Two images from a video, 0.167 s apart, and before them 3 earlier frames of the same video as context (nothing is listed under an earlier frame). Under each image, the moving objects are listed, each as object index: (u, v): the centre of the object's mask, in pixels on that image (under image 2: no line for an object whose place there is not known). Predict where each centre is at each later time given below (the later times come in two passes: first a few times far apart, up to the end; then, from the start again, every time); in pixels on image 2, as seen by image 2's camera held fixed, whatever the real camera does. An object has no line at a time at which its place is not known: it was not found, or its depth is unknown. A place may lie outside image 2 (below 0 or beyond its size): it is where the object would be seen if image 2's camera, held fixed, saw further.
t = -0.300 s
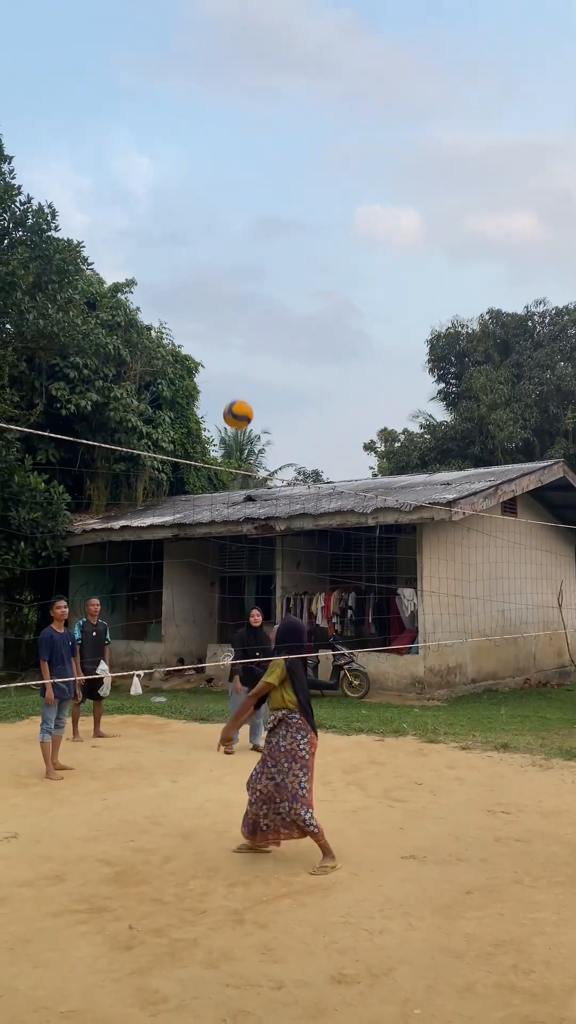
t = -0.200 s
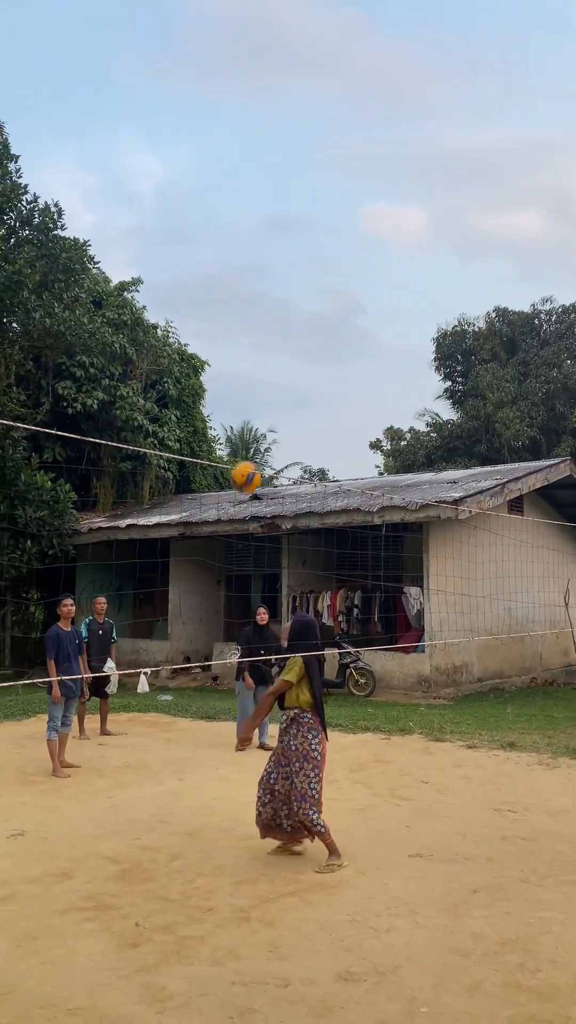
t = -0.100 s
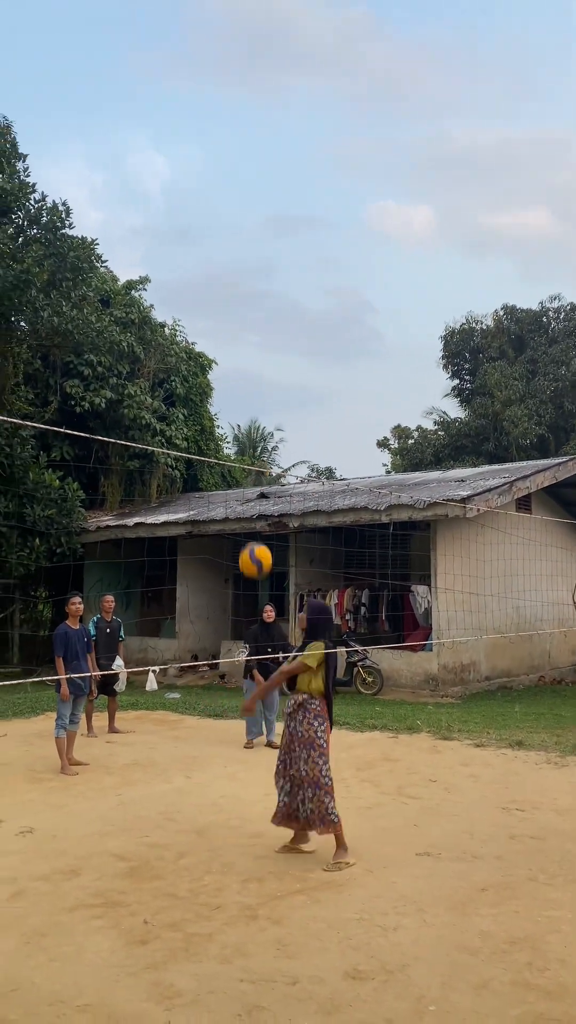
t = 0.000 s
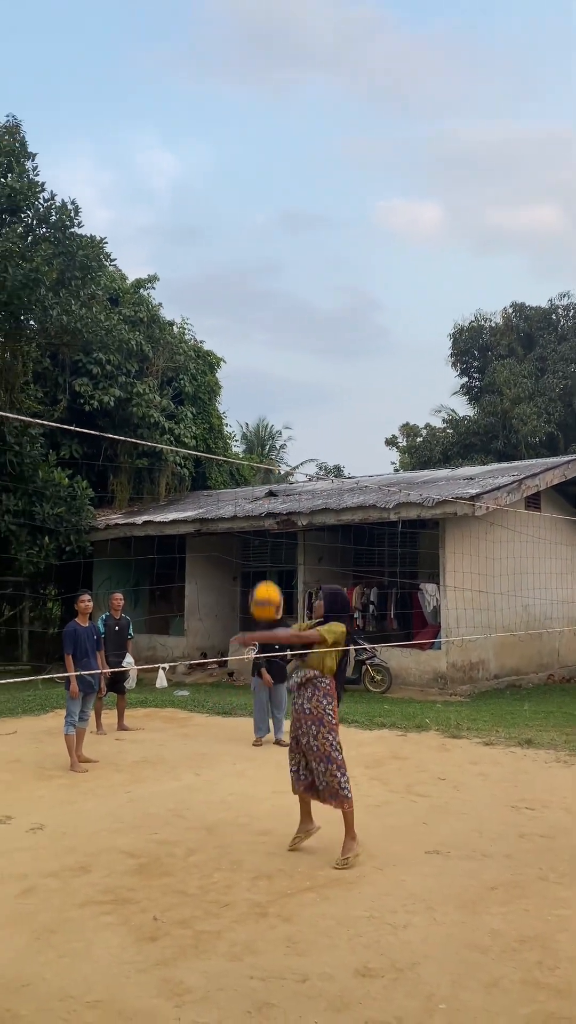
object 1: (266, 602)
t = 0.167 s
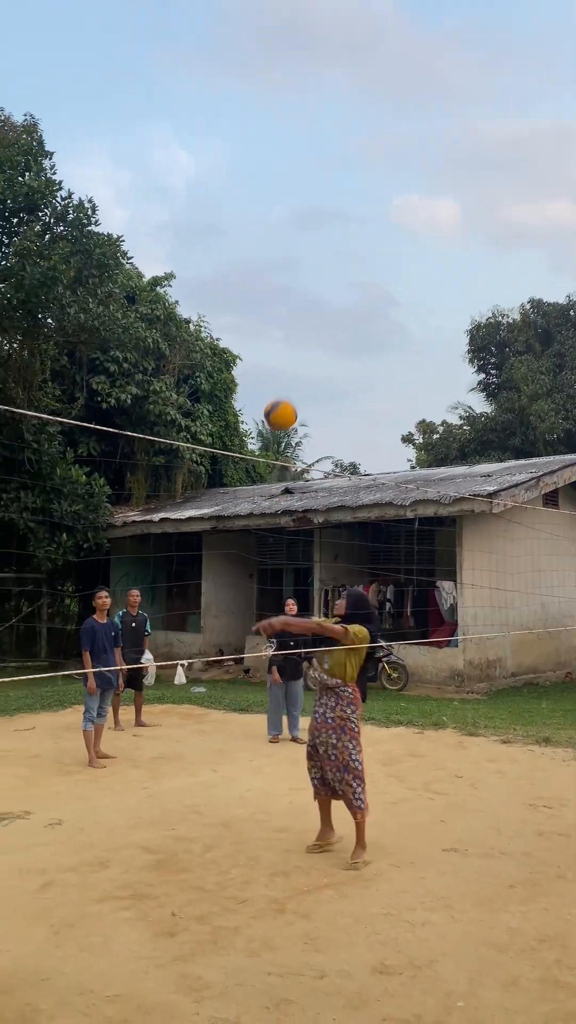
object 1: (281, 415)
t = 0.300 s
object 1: (281, 301)
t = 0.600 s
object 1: (279, 148)
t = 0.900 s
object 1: (275, 136)
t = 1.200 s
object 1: (271, 271)
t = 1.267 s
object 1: (270, 323)
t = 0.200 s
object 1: (281, 383)
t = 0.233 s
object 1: (280, 354)
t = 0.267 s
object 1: (280, 326)
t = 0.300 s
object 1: (281, 301)
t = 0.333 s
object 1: (280, 277)
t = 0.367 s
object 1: (281, 254)
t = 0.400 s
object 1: (280, 234)
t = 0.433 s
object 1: (280, 215)
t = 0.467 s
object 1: (280, 198)
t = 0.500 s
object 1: (280, 183)
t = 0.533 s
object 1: (280, 170)
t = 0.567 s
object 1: (279, 158)
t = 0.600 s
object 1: (279, 148)
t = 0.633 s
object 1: (279, 140)
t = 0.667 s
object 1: (278, 134)
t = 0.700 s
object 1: (278, 129)
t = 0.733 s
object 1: (278, 126)
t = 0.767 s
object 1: (277, 124)
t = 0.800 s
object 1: (277, 125)
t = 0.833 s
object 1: (276, 127)
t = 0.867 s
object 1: (276, 131)
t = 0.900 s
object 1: (275, 136)
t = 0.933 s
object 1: (275, 144)
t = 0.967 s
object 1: (275, 153)
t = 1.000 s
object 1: (274, 164)
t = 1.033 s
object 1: (274, 177)
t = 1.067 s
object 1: (273, 192)
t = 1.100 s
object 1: (272, 209)
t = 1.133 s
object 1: (272, 227)
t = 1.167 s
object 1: (271, 248)
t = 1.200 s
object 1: (271, 271)
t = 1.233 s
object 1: (270, 296)
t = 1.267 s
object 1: (270, 323)
